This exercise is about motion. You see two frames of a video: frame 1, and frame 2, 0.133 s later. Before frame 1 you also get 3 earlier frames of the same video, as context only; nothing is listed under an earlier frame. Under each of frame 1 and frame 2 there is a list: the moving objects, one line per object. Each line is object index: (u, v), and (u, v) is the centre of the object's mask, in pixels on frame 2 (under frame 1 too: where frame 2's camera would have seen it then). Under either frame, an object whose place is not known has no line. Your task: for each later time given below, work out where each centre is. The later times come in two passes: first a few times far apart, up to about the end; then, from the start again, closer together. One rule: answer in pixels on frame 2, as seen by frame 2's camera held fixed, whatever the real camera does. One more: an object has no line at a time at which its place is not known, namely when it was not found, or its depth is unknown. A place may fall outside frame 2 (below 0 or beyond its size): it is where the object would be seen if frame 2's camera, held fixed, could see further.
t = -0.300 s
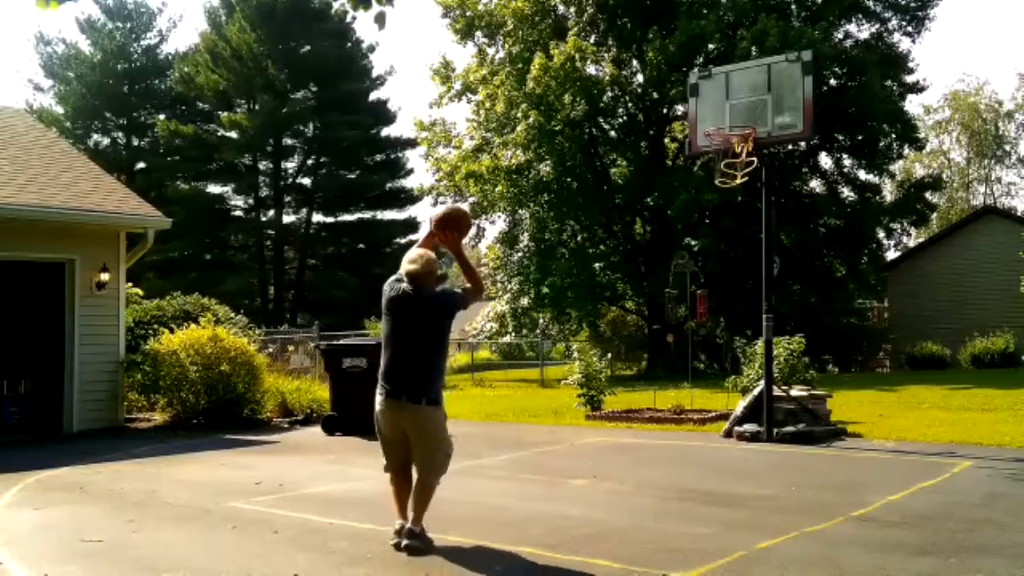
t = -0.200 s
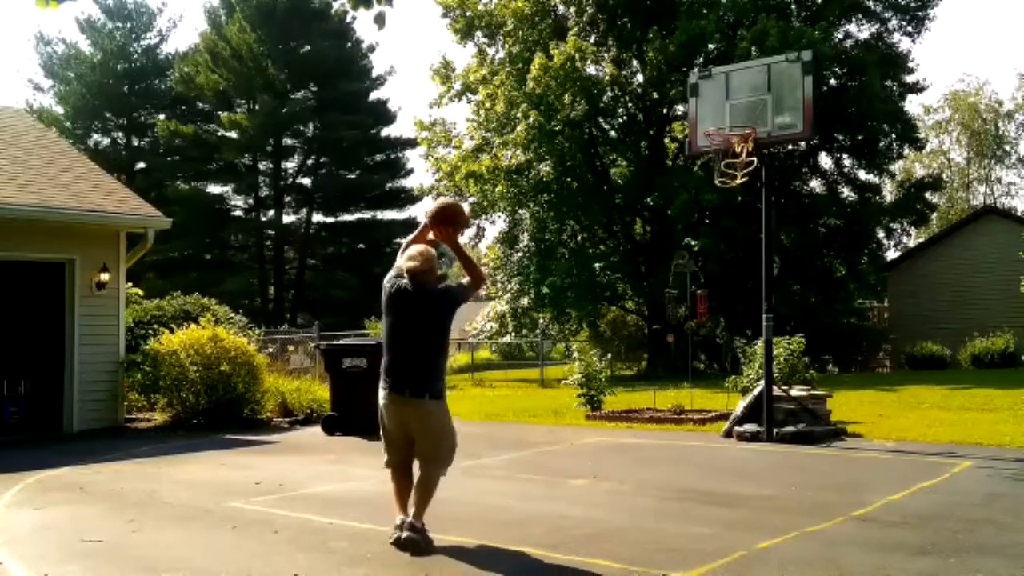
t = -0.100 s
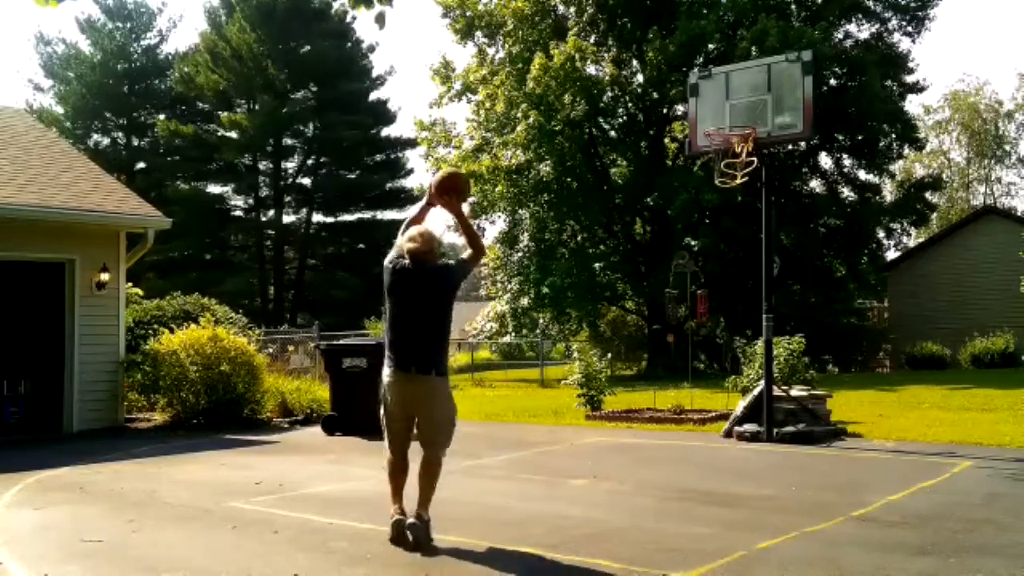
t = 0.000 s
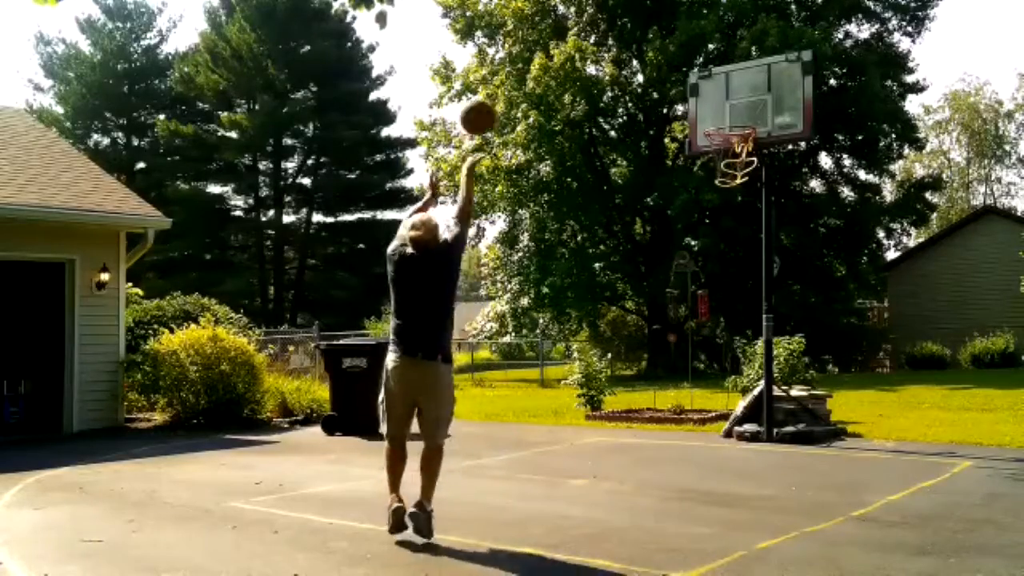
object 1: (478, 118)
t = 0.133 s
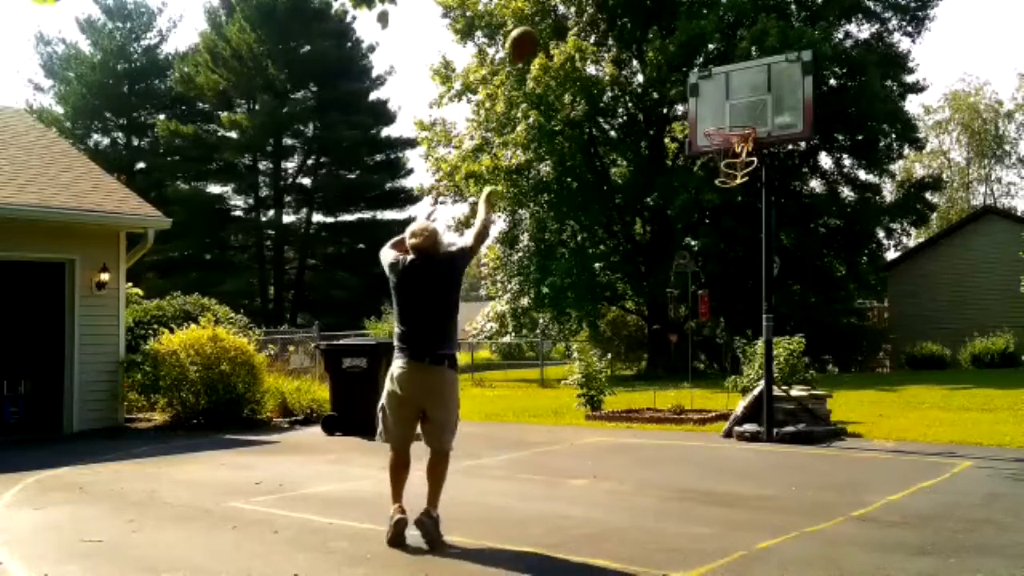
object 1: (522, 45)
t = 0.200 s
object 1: (547, 23)
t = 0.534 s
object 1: (631, 6)
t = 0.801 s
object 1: (689, 75)
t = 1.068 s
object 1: (741, 114)
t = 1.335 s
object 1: (780, 99)
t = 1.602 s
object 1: (817, 150)
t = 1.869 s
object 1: (858, 290)
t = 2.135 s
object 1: (907, 412)
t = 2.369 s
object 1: (942, 291)
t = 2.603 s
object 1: (983, 230)
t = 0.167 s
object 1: (535, 33)
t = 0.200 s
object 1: (547, 23)
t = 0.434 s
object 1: (605, 3)
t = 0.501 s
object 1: (624, 5)
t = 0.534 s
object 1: (631, 6)
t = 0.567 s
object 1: (641, 9)
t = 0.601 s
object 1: (648, 13)
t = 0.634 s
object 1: (654, 22)
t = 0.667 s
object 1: (661, 31)
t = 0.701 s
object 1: (667, 39)
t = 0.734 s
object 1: (674, 53)
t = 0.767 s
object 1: (681, 63)
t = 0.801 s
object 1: (689, 75)
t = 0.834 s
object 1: (694, 89)
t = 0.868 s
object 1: (701, 103)
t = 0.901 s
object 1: (707, 117)
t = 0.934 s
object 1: (713, 121)
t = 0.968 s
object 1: (720, 123)
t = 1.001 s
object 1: (727, 124)
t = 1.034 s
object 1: (734, 118)
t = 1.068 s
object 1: (741, 114)
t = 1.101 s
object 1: (747, 111)
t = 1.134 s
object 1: (754, 108)
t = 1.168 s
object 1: (761, 106)
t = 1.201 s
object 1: (765, 102)
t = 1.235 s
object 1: (768, 100)
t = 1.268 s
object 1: (772, 98)
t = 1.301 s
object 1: (776, 98)
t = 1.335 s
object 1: (780, 99)
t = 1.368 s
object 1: (784, 101)
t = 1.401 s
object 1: (789, 104)
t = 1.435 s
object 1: (793, 109)
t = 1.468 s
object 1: (797, 115)
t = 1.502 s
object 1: (802, 122)
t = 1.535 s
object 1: (807, 129)
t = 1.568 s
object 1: (811, 139)
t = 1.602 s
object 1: (817, 150)
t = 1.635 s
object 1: (822, 164)
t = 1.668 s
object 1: (828, 177)
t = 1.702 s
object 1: (832, 192)
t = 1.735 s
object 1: (836, 208)
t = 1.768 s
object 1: (843, 227)
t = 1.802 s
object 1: (848, 245)
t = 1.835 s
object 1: (855, 268)
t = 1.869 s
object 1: (858, 290)
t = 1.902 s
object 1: (867, 316)
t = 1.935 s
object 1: (869, 339)
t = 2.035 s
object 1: (890, 431)
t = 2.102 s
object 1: (902, 435)
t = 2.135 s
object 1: (907, 412)
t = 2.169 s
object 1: (911, 391)
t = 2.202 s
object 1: (915, 371)
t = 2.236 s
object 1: (920, 354)
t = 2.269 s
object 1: (926, 336)
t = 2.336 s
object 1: (937, 305)
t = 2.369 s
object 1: (942, 291)
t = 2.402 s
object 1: (947, 278)
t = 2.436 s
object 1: (953, 267)
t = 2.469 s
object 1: (959, 257)
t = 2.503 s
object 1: (965, 248)
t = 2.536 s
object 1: (971, 241)
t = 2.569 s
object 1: (977, 235)
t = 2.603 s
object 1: (983, 230)
